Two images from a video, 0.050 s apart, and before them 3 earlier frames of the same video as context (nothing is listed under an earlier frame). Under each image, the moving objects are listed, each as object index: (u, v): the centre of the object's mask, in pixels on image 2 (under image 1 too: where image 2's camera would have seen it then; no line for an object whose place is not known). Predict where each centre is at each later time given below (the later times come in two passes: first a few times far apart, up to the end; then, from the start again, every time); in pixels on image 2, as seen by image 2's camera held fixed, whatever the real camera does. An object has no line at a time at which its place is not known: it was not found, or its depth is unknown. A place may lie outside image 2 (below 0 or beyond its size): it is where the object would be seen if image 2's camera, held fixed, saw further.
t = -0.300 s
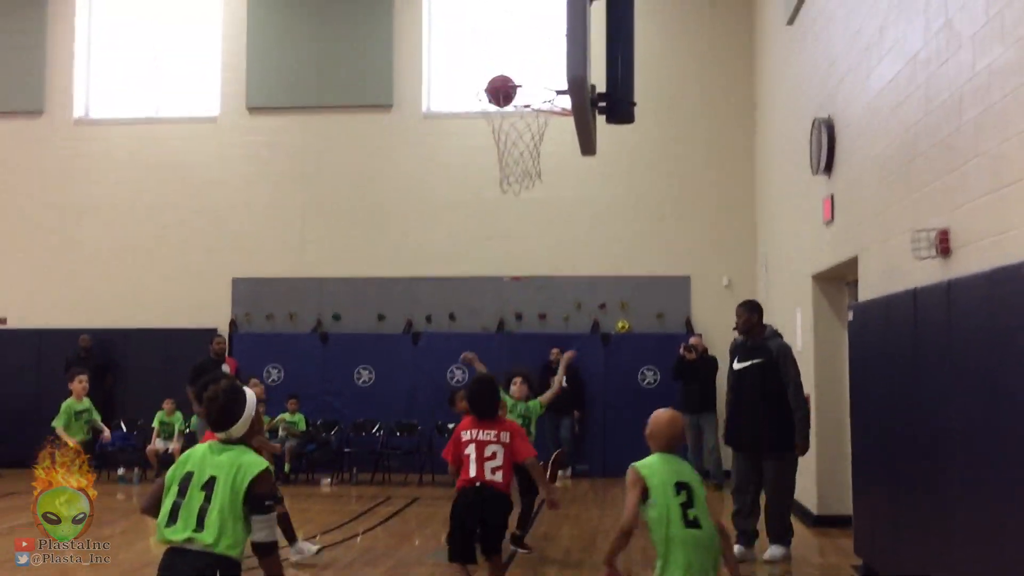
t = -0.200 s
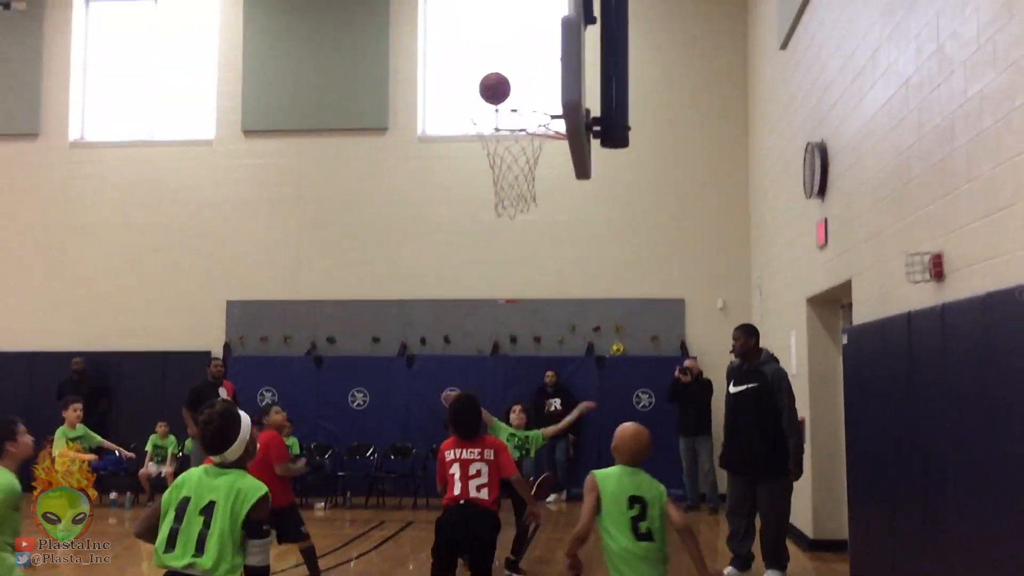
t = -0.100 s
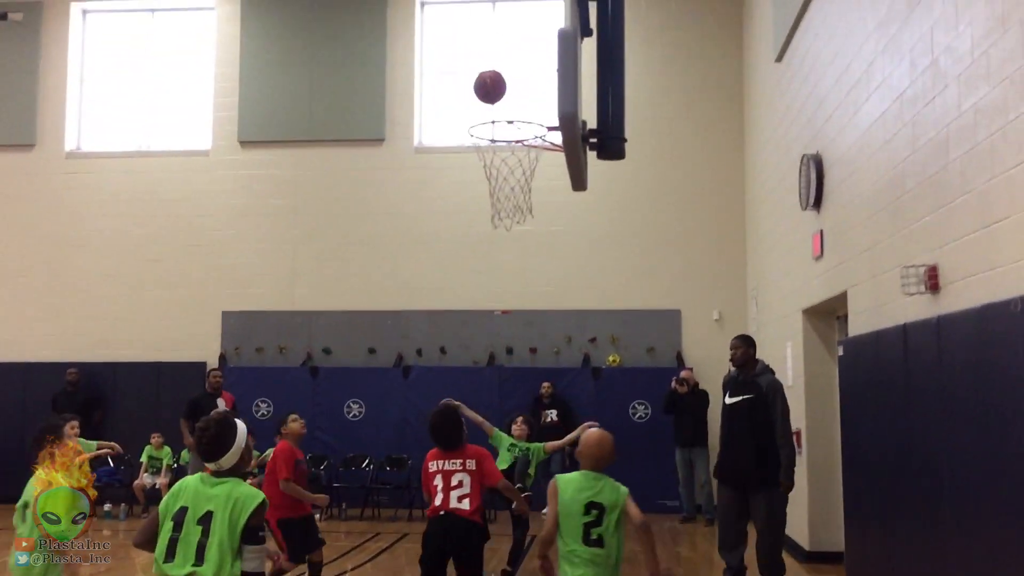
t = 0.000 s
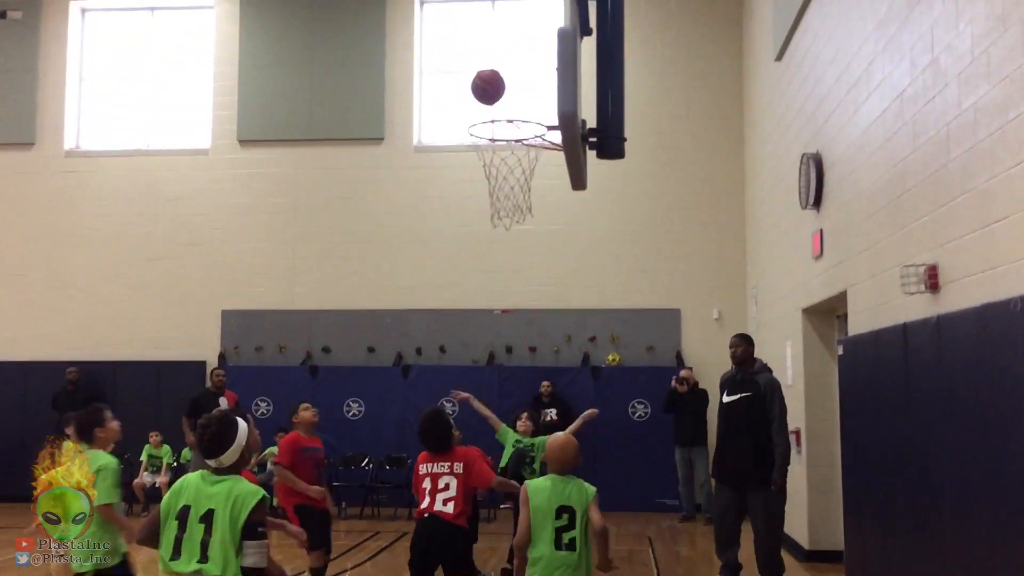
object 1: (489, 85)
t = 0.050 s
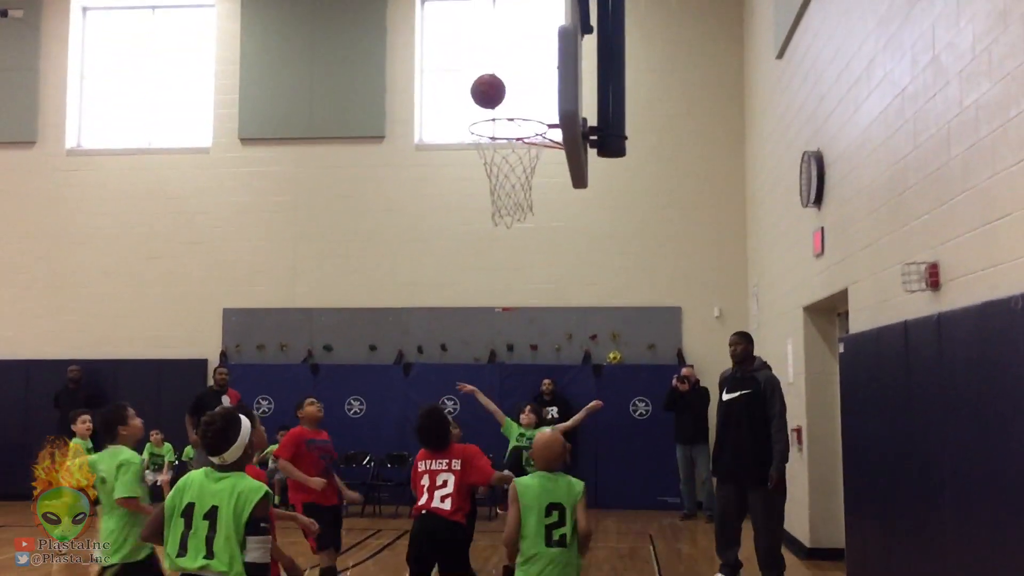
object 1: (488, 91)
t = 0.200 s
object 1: (490, 121)
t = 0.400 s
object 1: (526, 135)
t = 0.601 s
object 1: (487, 158)
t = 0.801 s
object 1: (471, 194)
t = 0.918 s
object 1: (472, 235)
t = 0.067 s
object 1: (488, 94)
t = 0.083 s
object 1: (488, 97)
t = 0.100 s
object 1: (487, 101)
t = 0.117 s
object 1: (487, 106)
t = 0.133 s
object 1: (487, 110)
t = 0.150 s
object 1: (487, 116)
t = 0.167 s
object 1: (486, 120)
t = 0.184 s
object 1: (488, 121)
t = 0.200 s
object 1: (490, 121)
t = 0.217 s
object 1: (491, 122)
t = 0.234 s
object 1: (493, 123)
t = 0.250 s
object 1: (498, 124)
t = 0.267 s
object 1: (502, 125)
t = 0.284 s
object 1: (507, 126)
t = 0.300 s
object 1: (511, 127)
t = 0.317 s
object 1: (516, 128)
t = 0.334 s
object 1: (520, 130)
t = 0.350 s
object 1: (525, 131)
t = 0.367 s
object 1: (527, 133)
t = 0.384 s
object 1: (527, 134)
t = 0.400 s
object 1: (526, 135)
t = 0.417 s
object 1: (525, 137)
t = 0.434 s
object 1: (523, 139)
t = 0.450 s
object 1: (521, 141)
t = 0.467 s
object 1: (517, 142)
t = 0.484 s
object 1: (513, 142)
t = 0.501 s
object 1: (509, 144)
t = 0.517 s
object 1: (505, 146)
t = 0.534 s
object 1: (502, 148)
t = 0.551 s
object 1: (498, 150)
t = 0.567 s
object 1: (493, 153)
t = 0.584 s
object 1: (490, 155)
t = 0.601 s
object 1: (487, 158)
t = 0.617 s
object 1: (484, 161)
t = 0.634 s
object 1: (481, 164)
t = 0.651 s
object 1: (479, 167)
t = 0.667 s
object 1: (476, 170)
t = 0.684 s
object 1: (474, 172)
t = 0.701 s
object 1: (473, 176)
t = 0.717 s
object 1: (472, 179)
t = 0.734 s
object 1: (472, 181)
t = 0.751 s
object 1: (471, 184)
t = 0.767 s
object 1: (471, 187)
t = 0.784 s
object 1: (472, 191)
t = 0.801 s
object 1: (471, 194)
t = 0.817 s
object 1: (471, 199)
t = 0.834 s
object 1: (472, 205)
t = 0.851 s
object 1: (472, 209)
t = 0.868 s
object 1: (472, 215)
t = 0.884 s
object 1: (472, 221)
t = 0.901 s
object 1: (472, 228)
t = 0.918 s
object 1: (472, 235)
